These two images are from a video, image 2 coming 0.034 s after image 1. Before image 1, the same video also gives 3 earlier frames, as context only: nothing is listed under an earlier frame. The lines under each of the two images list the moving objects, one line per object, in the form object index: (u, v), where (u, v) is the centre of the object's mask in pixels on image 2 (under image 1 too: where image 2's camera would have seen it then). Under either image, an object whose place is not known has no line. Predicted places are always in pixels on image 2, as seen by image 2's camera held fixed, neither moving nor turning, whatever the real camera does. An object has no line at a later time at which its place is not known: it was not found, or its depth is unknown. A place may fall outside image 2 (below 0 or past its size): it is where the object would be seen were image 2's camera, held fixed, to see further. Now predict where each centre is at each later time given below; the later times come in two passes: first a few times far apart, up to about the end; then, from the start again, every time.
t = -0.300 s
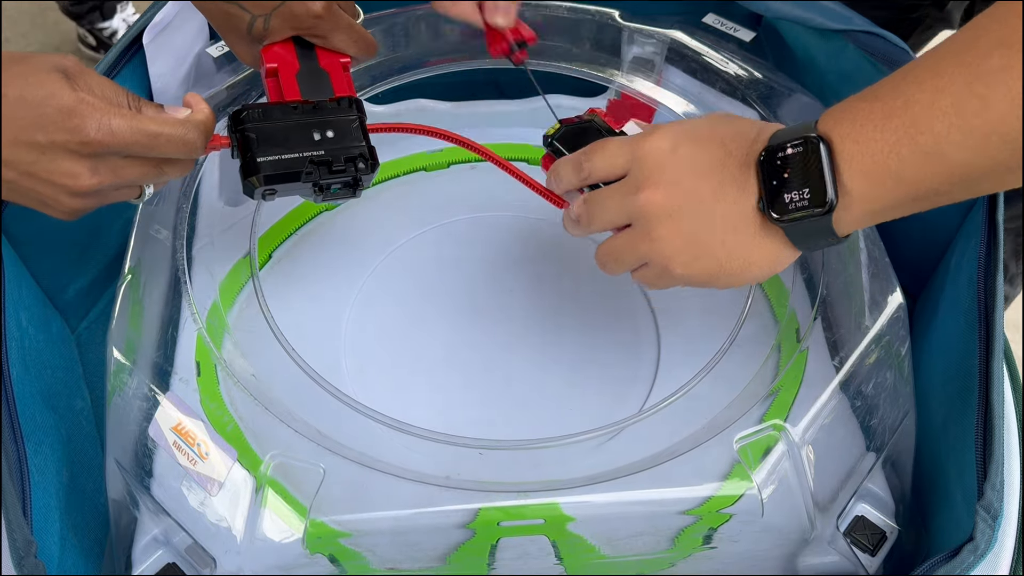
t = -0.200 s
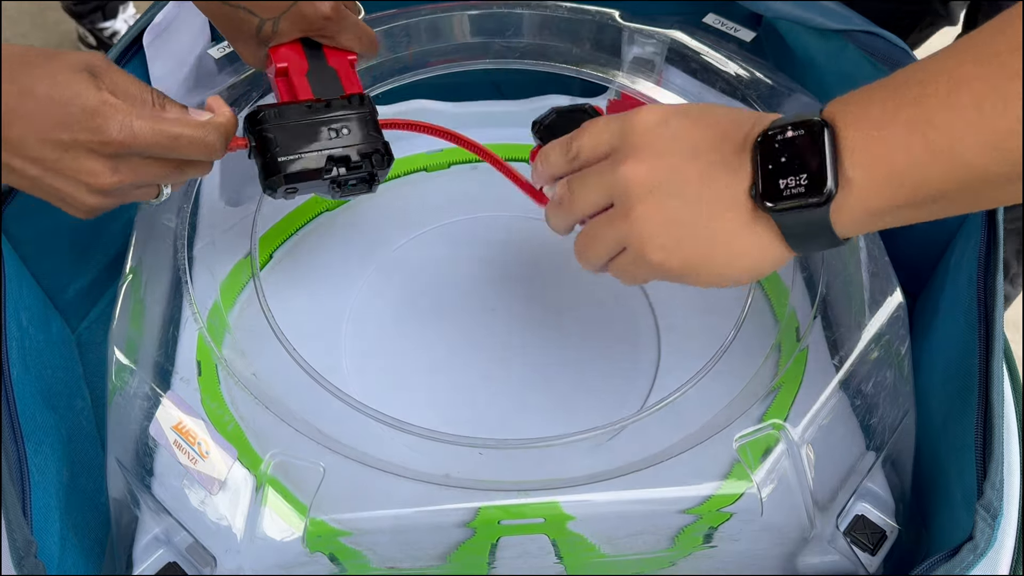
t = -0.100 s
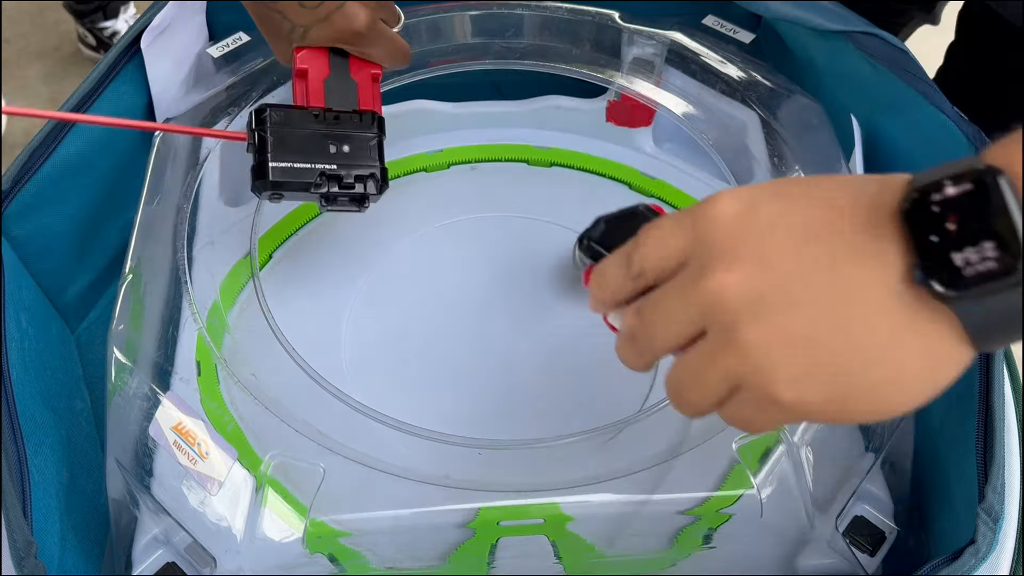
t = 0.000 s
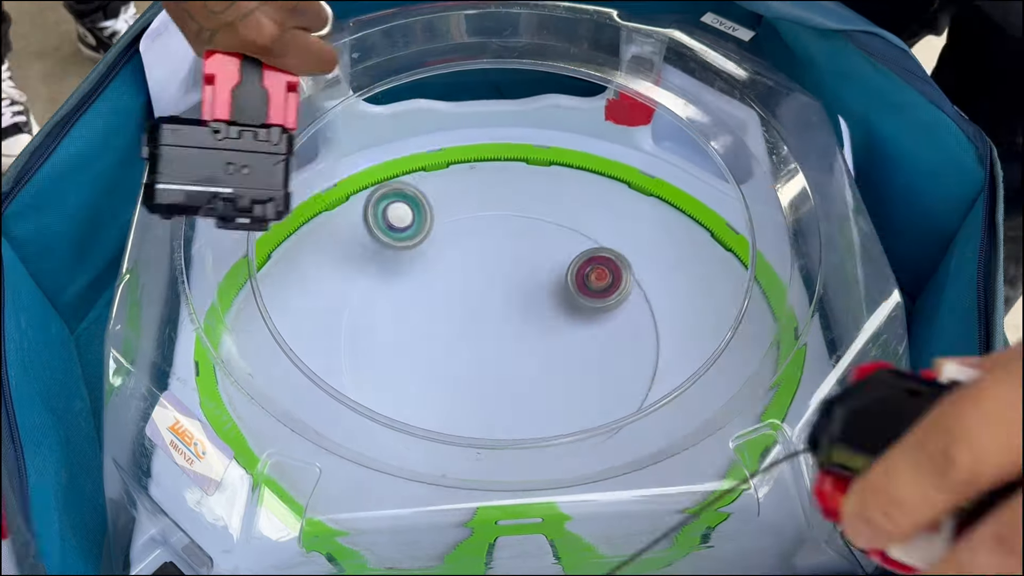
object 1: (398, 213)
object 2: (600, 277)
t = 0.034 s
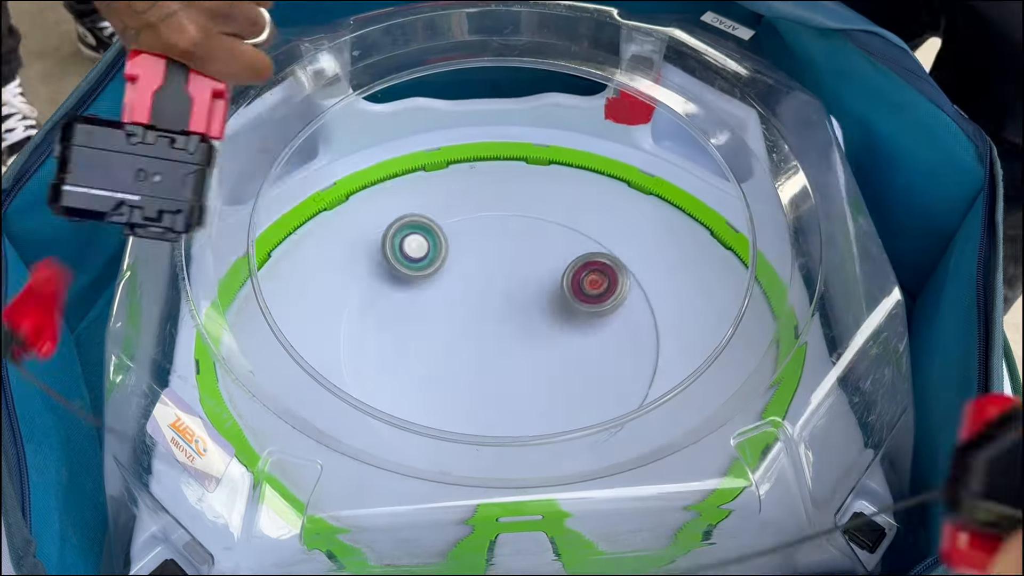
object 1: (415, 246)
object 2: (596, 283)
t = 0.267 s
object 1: (574, 280)
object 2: (553, 363)
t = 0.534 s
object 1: (631, 336)
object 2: (542, 408)
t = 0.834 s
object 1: (471, 329)
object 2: (592, 394)
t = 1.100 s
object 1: (480, 313)
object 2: (626, 362)
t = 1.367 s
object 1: (435, 184)
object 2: (768, 487)
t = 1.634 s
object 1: (416, 324)
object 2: (495, 382)
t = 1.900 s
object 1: (352, 315)
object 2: (714, 495)
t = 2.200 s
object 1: (562, 390)
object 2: (618, 157)
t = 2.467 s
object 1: (684, 344)
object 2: (322, 409)
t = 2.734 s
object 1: (674, 319)
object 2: (826, 363)
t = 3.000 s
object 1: (489, 311)
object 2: (402, 158)
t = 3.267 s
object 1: (374, 337)
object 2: (407, 536)
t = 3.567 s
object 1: (522, 387)
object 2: (586, 142)
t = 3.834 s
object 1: (510, 278)
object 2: (344, 236)
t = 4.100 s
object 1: (399, 261)
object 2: (507, 417)
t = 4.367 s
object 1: (437, 367)
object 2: (743, 246)
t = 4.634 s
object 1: (481, 325)
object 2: (617, 242)
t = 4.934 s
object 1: (277, 352)
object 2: (614, 214)
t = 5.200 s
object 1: (344, 314)
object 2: (400, 410)
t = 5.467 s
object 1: (462, 324)
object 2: (413, 395)
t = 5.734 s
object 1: (516, 310)
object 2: (398, 160)
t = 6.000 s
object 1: (537, 363)
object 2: (448, 243)
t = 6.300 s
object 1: (596, 392)
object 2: (380, 309)
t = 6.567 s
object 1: (560, 264)
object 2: (393, 342)
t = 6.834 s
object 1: (493, 237)
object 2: (430, 275)
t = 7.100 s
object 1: (552, 302)
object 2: (411, 256)
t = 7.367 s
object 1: (523, 323)
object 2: (492, 225)
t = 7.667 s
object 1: (540, 325)
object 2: (545, 223)
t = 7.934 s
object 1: (530, 338)
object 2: (589, 250)
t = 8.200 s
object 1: (511, 330)
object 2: (599, 274)
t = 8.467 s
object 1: (474, 339)
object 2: (581, 361)
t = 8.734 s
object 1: (465, 337)
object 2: (583, 370)
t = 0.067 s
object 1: (436, 234)
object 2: (590, 296)
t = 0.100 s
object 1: (458, 230)
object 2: (583, 305)
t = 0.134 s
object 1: (482, 236)
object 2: (577, 316)
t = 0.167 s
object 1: (506, 252)
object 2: (570, 328)
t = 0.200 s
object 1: (529, 265)
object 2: (564, 341)
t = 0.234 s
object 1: (552, 273)
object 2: (559, 353)
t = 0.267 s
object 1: (574, 280)
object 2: (553, 363)
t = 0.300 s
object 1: (595, 288)
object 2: (548, 373)
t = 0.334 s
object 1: (614, 294)
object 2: (543, 382)
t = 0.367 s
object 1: (632, 299)
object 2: (540, 390)
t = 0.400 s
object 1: (648, 306)
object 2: (538, 399)
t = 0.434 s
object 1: (661, 313)
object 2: (538, 404)
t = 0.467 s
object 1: (656, 321)
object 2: (539, 406)
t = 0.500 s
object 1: (645, 329)
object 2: (541, 408)
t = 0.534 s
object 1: (631, 336)
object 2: (542, 408)
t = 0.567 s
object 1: (615, 343)
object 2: (546, 408)
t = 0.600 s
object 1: (596, 349)
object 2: (550, 407)
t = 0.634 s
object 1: (578, 351)
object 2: (556, 406)
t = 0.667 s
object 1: (556, 350)
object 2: (562, 401)
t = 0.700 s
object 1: (534, 352)
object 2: (568, 398)
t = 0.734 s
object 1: (517, 350)
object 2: (573, 399)
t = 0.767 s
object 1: (500, 343)
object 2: (580, 398)
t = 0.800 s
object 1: (484, 336)
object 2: (586, 396)
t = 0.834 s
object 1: (471, 329)
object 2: (592, 394)
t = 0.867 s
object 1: (461, 323)
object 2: (598, 391)
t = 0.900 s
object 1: (454, 317)
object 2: (604, 387)
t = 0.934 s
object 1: (450, 312)
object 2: (610, 383)
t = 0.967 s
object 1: (450, 309)
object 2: (614, 379)
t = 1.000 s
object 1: (453, 308)
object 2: (618, 374)
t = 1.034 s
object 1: (458, 308)
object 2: (622, 369)
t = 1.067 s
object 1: (468, 310)
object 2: (625, 365)
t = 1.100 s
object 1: (480, 313)
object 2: (626, 362)
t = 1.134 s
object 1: (495, 317)
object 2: (627, 360)
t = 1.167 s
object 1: (512, 323)
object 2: (626, 361)
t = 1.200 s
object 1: (532, 327)
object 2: (625, 363)
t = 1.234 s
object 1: (552, 332)
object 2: (623, 365)
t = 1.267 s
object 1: (538, 309)
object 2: (660, 390)
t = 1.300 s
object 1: (500, 266)
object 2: (724, 443)
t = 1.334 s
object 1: (465, 224)
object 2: (785, 495)
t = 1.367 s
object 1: (435, 184)
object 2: (768, 487)
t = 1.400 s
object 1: (407, 155)
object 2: (722, 457)
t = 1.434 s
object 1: (396, 163)
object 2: (696, 450)
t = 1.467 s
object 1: (391, 191)
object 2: (662, 444)
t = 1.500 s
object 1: (390, 210)
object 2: (627, 423)
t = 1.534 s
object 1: (389, 237)
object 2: (592, 413)
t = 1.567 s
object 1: (394, 264)
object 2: (559, 403)
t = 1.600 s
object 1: (403, 293)
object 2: (525, 395)
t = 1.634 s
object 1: (416, 324)
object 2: (495, 382)
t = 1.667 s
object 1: (412, 333)
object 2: (488, 384)
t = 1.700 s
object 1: (388, 327)
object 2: (506, 405)
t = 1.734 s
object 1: (369, 320)
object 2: (524, 424)
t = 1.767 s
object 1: (356, 315)
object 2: (546, 443)
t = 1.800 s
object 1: (347, 312)
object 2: (564, 469)
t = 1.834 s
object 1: (343, 311)
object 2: (584, 493)
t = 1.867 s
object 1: (344, 312)
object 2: (614, 515)
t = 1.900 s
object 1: (352, 315)
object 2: (714, 495)
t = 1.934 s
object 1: (361, 321)
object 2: (801, 480)
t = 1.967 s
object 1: (375, 327)
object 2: (821, 419)
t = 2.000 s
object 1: (393, 337)
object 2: (808, 352)
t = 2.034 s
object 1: (415, 348)
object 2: (801, 303)
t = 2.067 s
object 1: (441, 357)
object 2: (775, 250)
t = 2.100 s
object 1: (469, 367)
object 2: (746, 206)
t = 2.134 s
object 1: (497, 376)
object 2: (719, 167)
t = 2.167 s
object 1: (528, 384)
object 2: (670, 146)
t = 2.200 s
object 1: (562, 390)
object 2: (618, 157)
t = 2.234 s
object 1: (592, 391)
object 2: (562, 189)
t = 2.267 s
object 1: (618, 387)
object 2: (503, 222)
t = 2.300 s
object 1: (637, 378)
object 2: (439, 250)
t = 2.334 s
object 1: (649, 371)
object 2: (372, 274)
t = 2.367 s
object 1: (660, 363)
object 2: (309, 299)
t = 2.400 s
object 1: (667, 357)
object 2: (252, 332)
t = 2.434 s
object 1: (681, 349)
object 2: (251, 372)
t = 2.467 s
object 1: (684, 344)
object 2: (322, 409)
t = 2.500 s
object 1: (689, 338)
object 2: (399, 462)
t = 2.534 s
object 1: (692, 333)
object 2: (487, 525)
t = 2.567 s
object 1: (694, 328)
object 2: (572, 547)
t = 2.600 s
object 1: (695, 324)
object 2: (646, 517)
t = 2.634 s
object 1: (693, 323)
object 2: (710, 484)
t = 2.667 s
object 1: (691, 321)
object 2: (762, 443)
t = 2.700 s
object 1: (684, 320)
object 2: (810, 401)
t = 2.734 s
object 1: (674, 319)
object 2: (826, 363)
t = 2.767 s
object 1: (664, 318)
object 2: (779, 326)
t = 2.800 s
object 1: (649, 321)
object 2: (729, 300)
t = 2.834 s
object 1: (627, 318)
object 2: (679, 268)
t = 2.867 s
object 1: (604, 319)
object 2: (627, 236)
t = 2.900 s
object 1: (579, 317)
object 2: (576, 209)
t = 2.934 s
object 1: (551, 315)
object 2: (521, 184)
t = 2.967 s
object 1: (519, 313)
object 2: (461, 167)
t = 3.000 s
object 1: (489, 311)
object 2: (402, 158)
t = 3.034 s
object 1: (461, 312)
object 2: (332, 174)
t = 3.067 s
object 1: (435, 310)
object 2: (256, 205)
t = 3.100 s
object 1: (413, 311)
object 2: (187, 250)
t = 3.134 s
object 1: (398, 313)
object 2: (218, 323)
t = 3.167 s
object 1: (383, 318)
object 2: (259, 392)
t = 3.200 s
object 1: (374, 322)
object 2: (303, 445)
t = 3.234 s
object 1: (371, 329)
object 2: (353, 489)
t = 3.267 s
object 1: (374, 337)
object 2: (407, 536)
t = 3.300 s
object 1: (383, 345)
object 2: (487, 494)
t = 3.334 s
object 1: (394, 355)
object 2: (541, 430)
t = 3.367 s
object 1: (411, 365)
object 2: (591, 382)
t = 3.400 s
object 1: (430, 375)
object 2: (634, 346)
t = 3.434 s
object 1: (450, 384)
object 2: (659, 289)
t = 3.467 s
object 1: (471, 390)
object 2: (677, 242)
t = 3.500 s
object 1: (491, 393)
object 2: (690, 197)
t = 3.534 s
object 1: (507, 392)
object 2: (643, 163)
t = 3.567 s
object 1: (522, 387)
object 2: (586, 142)
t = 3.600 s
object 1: (535, 378)
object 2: (529, 131)
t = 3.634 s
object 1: (542, 366)
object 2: (473, 131)
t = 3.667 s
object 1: (546, 353)
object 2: (429, 115)
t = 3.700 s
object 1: (547, 337)
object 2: (392, 111)
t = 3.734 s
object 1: (545, 322)
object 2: (374, 123)
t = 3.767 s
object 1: (536, 306)
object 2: (362, 150)
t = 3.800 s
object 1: (525, 291)
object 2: (352, 189)
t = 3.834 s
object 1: (510, 278)
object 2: (344, 236)
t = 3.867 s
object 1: (496, 267)
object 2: (345, 252)
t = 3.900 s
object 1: (480, 257)
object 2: (347, 281)
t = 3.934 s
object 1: (464, 249)
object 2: (353, 317)
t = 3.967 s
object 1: (449, 245)
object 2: (371, 340)
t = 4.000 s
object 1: (434, 245)
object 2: (395, 368)
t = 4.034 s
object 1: (420, 245)
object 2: (426, 390)
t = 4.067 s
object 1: (409, 251)
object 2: (464, 405)
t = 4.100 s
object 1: (399, 261)
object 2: (507, 417)
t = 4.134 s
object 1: (392, 274)
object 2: (553, 422)
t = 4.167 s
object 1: (388, 289)
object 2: (600, 419)
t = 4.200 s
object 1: (389, 305)
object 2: (644, 405)
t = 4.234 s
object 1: (393, 323)
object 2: (682, 391)
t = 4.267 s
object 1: (401, 339)
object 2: (722, 376)
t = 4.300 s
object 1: (411, 352)
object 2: (765, 363)
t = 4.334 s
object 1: (422, 360)
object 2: (769, 309)
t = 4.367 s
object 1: (437, 367)
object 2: (743, 246)
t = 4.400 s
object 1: (455, 371)
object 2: (712, 202)
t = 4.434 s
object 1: (472, 371)
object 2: (688, 158)
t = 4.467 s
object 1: (489, 366)
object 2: (657, 129)
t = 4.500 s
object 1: (507, 360)
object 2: (641, 157)
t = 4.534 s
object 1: (522, 347)
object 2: (619, 194)
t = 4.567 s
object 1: (534, 331)
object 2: (602, 218)
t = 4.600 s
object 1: (543, 315)
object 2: (583, 253)
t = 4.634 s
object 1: (481, 325)
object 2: (617, 242)
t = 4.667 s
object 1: (390, 355)
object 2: (667, 210)
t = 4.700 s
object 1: (287, 399)
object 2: (708, 189)
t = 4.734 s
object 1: (241, 408)
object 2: (763, 163)
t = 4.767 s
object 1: (238, 391)
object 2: (764, 163)
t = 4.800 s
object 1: (240, 379)
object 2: (730, 178)
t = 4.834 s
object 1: (248, 375)
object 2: (701, 185)
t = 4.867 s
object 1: (257, 381)
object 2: (675, 189)
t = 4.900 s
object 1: (263, 362)
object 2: (643, 203)
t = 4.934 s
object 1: (277, 352)
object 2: (614, 214)
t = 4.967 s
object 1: (283, 350)
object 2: (587, 229)
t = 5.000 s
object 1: (292, 340)
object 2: (556, 252)
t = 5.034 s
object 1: (303, 332)
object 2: (526, 274)
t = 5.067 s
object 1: (314, 328)
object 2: (497, 299)
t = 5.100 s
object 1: (320, 324)
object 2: (468, 326)
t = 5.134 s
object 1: (329, 320)
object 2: (441, 354)
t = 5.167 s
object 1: (337, 317)
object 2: (419, 383)
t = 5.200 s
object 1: (344, 314)
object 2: (400, 410)
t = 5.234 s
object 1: (356, 315)
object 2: (385, 438)
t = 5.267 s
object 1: (369, 314)
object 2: (371, 470)
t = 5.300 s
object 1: (384, 315)
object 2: (349, 507)
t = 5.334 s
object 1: (401, 316)
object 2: (370, 508)
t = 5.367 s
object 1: (417, 318)
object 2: (411, 496)
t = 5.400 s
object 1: (434, 321)
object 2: (449, 493)
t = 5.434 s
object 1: (447, 322)
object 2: (436, 445)
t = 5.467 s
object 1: (462, 324)
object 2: (413, 395)
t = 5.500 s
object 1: (475, 326)
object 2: (396, 347)
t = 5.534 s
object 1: (487, 326)
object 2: (381, 299)
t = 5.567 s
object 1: (497, 325)
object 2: (372, 250)
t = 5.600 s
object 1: (504, 324)
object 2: (365, 209)
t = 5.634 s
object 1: (511, 324)
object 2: (368, 179)
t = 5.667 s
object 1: (515, 320)
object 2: (374, 160)
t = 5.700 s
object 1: (517, 315)
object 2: (385, 155)
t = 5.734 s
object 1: (516, 310)
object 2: (398, 160)
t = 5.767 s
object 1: (514, 305)
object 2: (412, 170)
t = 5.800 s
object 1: (510, 300)
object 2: (426, 187)
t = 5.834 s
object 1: (506, 294)
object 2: (438, 202)
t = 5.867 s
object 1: (502, 288)
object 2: (449, 223)
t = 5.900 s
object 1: (499, 282)
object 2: (460, 244)
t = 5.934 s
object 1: (510, 299)
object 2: (458, 243)
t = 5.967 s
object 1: (523, 331)
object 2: (454, 241)
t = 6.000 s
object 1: (537, 363)
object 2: (448, 243)
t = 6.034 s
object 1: (549, 385)
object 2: (442, 245)
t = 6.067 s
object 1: (560, 402)
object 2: (434, 248)
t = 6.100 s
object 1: (566, 408)
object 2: (426, 255)
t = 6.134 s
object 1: (578, 421)
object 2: (417, 262)
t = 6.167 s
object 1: (584, 423)
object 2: (410, 272)
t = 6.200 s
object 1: (588, 420)
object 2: (402, 281)
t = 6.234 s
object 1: (592, 412)
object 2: (394, 290)
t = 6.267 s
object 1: (592, 399)
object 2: (386, 300)
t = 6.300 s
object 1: (596, 392)
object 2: (380, 309)
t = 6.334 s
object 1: (597, 380)
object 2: (373, 317)
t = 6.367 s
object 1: (595, 366)
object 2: (367, 324)
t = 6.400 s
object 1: (592, 351)
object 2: (360, 331)
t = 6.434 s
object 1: (588, 335)
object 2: (357, 336)
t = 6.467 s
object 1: (584, 317)
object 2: (366, 341)
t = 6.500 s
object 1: (577, 299)
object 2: (375, 344)
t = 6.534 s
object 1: (568, 281)
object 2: (384, 344)
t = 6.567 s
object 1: (560, 264)
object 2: (393, 342)
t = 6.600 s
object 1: (552, 249)
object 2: (402, 339)
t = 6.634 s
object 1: (543, 237)
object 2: (409, 333)
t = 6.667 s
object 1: (535, 229)
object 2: (415, 326)
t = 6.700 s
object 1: (525, 225)
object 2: (420, 318)
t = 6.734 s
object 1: (516, 224)
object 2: (425, 308)
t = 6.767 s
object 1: (507, 225)
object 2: (428, 297)
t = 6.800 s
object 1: (500, 230)
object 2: (430, 286)
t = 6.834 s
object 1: (493, 237)
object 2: (430, 275)
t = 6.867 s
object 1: (498, 242)
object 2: (421, 266)
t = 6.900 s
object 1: (512, 247)
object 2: (405, 261)
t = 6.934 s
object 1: (524, 254)
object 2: (393, 254)
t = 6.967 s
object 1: (535, 262)
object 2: (384, 247)
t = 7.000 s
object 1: (543, 272)
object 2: (388, 249)
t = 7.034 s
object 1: (549, 283)
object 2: (395, 254)
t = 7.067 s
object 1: (552, 292)
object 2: (402, 256)
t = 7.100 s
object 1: (552, 302)
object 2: (411, 256)
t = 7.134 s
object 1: (550, 310)
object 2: (421, 255)
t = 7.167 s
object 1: (546, 316)
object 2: (432, 252)
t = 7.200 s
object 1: (541, 321)
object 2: (443, 249)
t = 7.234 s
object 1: (536, 324)
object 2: (453, 245)
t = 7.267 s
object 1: (532, 325)
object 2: (464, 241)
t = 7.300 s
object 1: (528, 325)
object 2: (474, 236)
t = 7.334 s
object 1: (525, 325)
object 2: (483, 231)
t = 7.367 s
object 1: (523, 323)
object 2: (492, 225)
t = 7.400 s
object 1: (523, 322)
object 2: (500, 221)
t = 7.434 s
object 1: (524, 320)
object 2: (507, 215)
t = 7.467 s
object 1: (525, 318)
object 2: (514, 209)
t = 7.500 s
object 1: (526, 318)
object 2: (521, 204)
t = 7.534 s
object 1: (529, 318)
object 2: (527, 202)
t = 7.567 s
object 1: (532, 319)
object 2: (531, 208)
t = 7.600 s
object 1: (536, 320)
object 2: (535, 214)
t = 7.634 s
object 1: (538, 322)
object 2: (540, 218)
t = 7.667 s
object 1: (540, 325)
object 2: (545, 223)
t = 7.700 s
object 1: (542, 327)
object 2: (551, 227)
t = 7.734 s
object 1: (542, 329)
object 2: (556, 230)
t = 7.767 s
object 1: (541, 331)
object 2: (561, 234)
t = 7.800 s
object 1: (540, 333)
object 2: (567, 236)
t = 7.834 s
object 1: (538, 335)
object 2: (573, 239)
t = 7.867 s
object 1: (535, 337)
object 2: (578, 243)
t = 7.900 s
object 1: (532, 337)
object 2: (584, 246)
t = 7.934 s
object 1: (530, 338)
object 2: (589, 250)
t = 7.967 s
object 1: (528, 337)
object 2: (595, 253)
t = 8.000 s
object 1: (524, 337)
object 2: (600, 256)
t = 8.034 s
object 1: (523, 335)
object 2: (606, 258)
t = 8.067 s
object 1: (521, 334)
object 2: (609, 259)
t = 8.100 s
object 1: (518, 332)
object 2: (611, 261)
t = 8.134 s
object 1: (516, 331)
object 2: (609, 263)
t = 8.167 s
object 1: (513, 329)
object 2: (605, 268)
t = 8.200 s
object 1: (511, 330)
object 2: (599, 274)
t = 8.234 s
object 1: (507, 330)
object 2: (593, 282)
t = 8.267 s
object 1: (503, 331)
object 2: (587, 293)
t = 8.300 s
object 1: (499, 332)
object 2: (583, 304)
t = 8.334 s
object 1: (495, 333)
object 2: (579, 317)
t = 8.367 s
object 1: (490, 335)
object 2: (577, 330)
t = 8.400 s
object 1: (483, 337)
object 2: (577, 341)
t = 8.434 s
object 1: (479, 338)
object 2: (578, 352)
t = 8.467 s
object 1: (474, 339)
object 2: (581, 361)
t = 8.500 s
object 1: (472, 339)
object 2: (585, 370)
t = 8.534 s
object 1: (469, 340)
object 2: (591, 375)
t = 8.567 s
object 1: (467, 340)
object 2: (595, 380)
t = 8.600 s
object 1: (466, 341)
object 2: (598, 381)
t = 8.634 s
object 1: (465, 340)
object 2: (599, 381)
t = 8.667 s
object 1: (465, 340)
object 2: (597, 378)
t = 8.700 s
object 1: (464, 339)
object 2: (592, 374)
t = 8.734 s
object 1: (465, 337)
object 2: (583, 370)
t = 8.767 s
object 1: (464, 336)
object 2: (572, 365)
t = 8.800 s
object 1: (464, 334)
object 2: (558, 361)
